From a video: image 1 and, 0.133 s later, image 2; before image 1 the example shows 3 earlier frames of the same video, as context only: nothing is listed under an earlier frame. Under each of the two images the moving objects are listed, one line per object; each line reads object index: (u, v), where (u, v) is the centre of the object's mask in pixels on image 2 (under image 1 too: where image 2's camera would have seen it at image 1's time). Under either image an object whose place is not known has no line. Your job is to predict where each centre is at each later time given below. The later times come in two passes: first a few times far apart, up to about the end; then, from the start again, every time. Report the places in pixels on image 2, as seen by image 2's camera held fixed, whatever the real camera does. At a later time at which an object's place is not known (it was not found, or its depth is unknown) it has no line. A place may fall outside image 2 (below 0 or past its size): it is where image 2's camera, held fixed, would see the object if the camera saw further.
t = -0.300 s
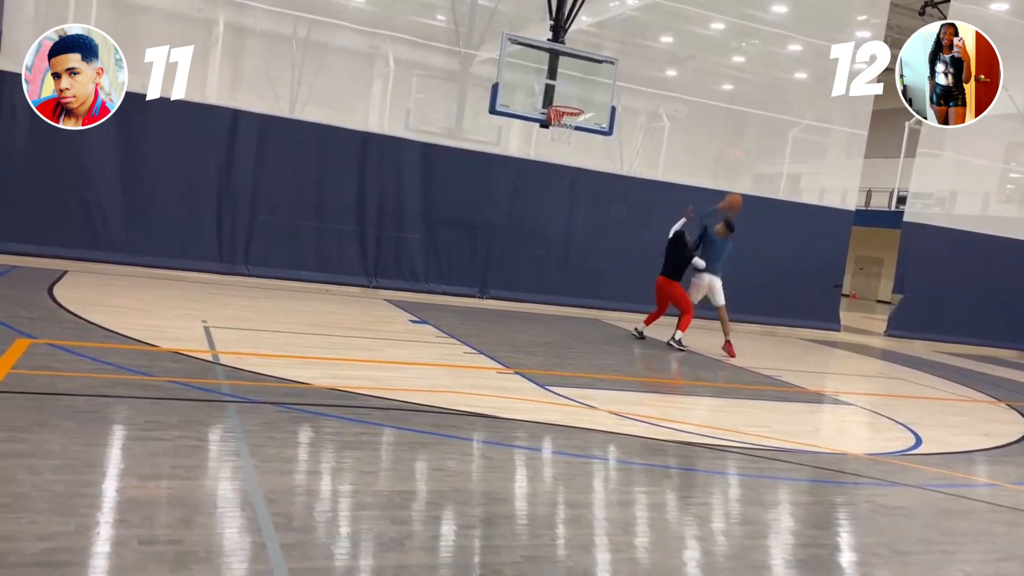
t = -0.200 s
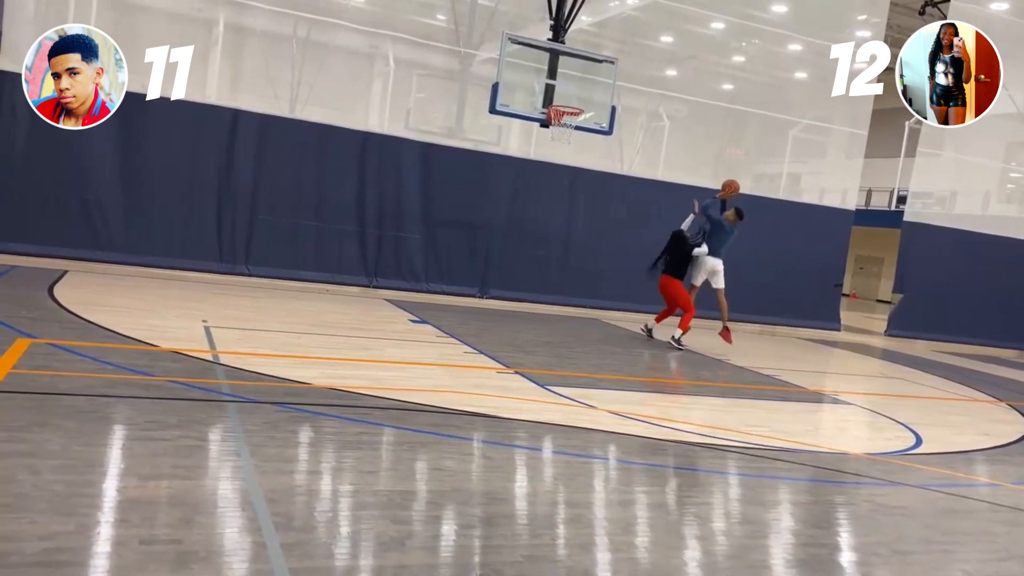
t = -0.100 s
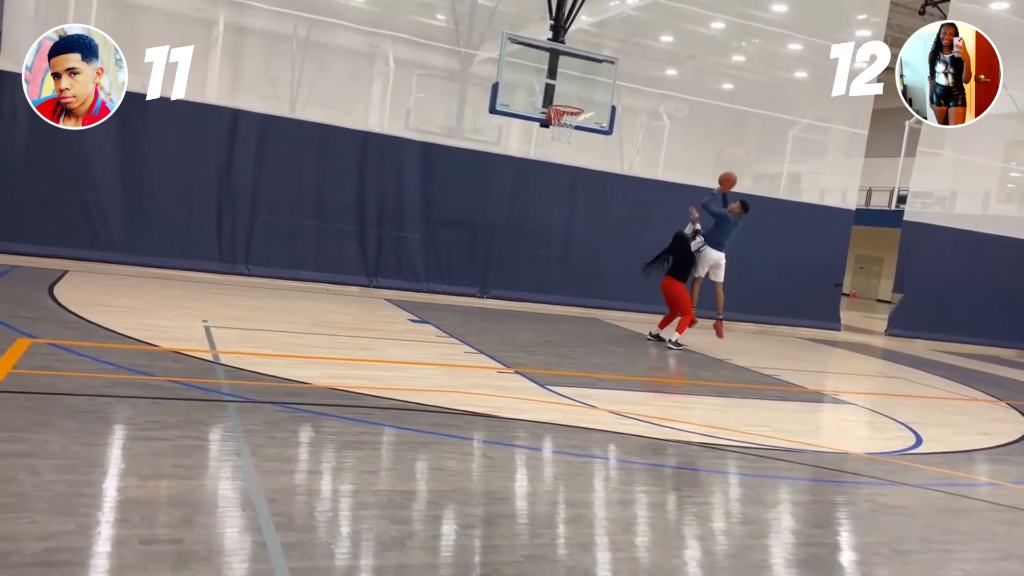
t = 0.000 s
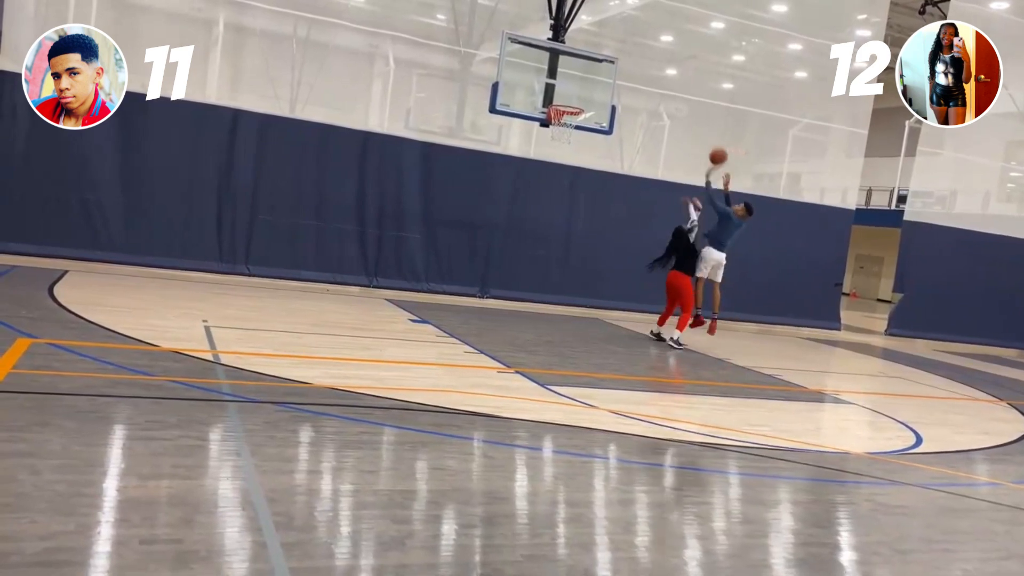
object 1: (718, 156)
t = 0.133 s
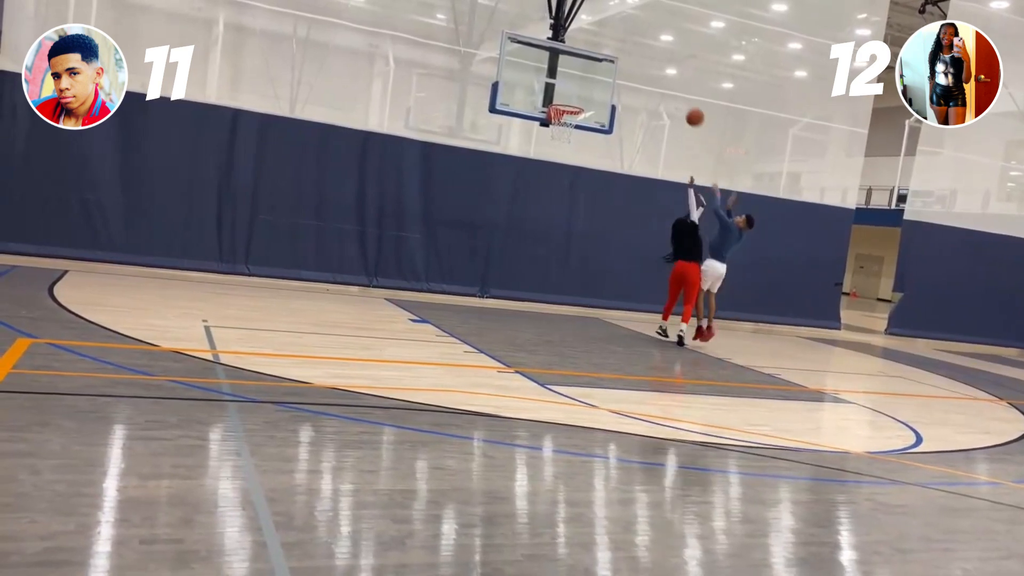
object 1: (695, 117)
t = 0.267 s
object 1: (670, 92)
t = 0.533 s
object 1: (617, 81)
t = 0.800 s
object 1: (583, 107)
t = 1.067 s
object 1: (617, 125)
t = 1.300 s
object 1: (637, 178)
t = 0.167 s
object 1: (689, 110)
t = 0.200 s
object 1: (683, 103)
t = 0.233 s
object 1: (676, 98)
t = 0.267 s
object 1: (670, 92)
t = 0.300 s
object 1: (663, 88)
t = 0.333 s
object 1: (657, 85)
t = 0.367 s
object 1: (650, 82)
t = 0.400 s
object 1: (644, 81)
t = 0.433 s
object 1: (637, 79)
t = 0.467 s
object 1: (631, 79)
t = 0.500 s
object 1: (624, 80)
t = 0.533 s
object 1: (617, 81)
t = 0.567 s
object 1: (610, 84)
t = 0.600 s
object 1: (603, 86)
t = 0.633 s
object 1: (596, 90)
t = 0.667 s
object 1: (589, 95)
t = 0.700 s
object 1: (582, 100)
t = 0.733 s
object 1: (577, 104)
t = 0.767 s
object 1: (577, 108)
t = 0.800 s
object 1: (583, 107)
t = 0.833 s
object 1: (588, 107)
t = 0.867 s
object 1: (593, 108)
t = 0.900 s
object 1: (598, 109)
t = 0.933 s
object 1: (602, 111)
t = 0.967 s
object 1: (606, 114)
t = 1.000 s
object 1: (610, 117)
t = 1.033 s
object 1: (613, 121)
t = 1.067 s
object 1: (617, 125)
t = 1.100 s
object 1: (620, 131)
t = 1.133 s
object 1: (623, 137)
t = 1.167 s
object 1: (626, 143)
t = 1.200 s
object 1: (629, 151)
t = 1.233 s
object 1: (632, 159)
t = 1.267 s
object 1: (635, 168)
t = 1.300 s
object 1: (637, 178)
